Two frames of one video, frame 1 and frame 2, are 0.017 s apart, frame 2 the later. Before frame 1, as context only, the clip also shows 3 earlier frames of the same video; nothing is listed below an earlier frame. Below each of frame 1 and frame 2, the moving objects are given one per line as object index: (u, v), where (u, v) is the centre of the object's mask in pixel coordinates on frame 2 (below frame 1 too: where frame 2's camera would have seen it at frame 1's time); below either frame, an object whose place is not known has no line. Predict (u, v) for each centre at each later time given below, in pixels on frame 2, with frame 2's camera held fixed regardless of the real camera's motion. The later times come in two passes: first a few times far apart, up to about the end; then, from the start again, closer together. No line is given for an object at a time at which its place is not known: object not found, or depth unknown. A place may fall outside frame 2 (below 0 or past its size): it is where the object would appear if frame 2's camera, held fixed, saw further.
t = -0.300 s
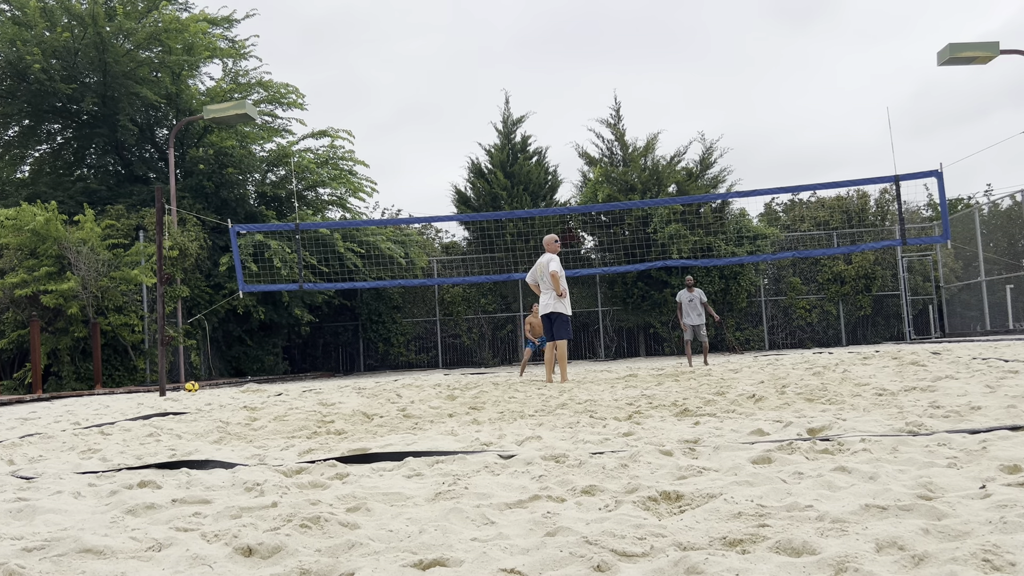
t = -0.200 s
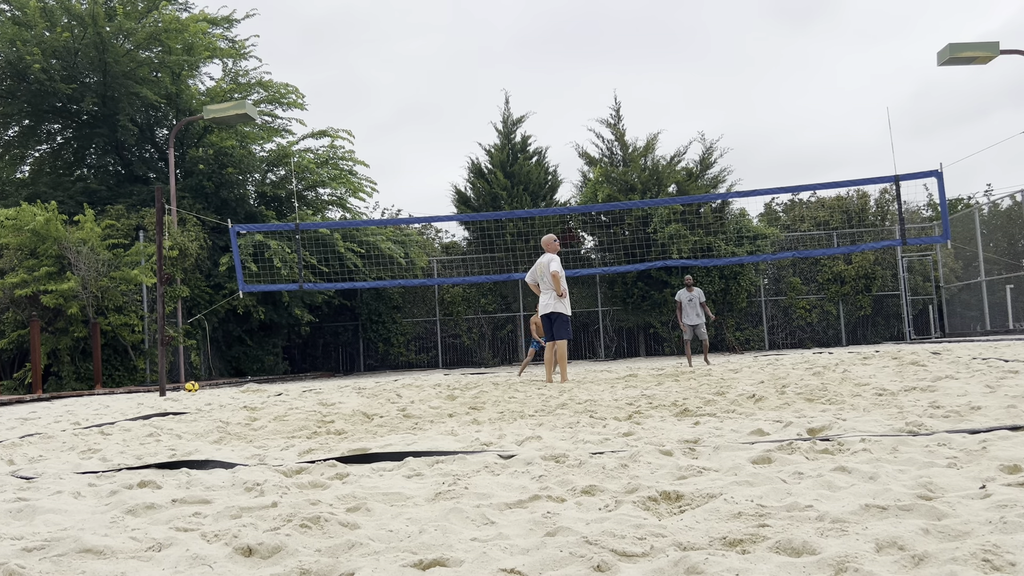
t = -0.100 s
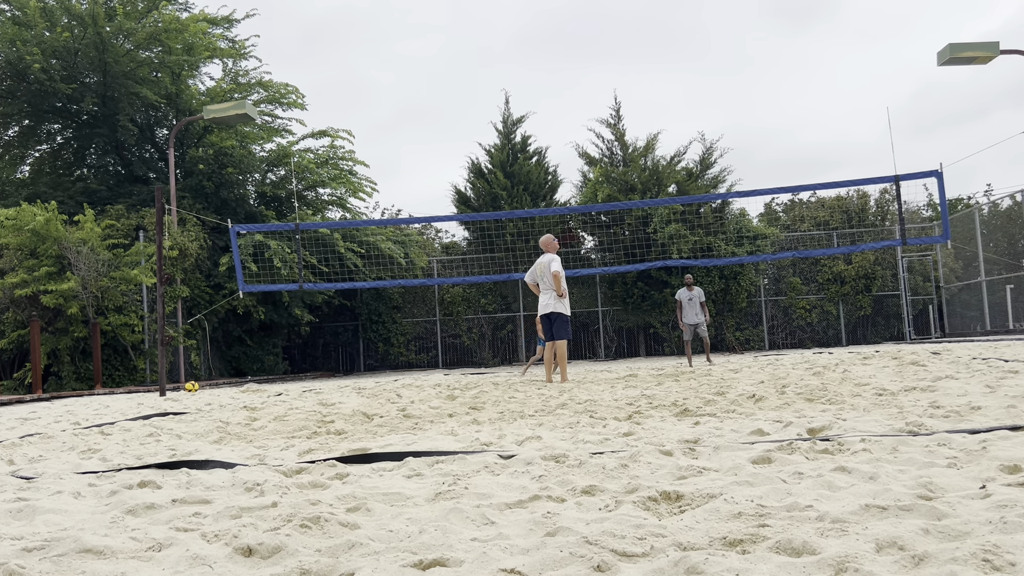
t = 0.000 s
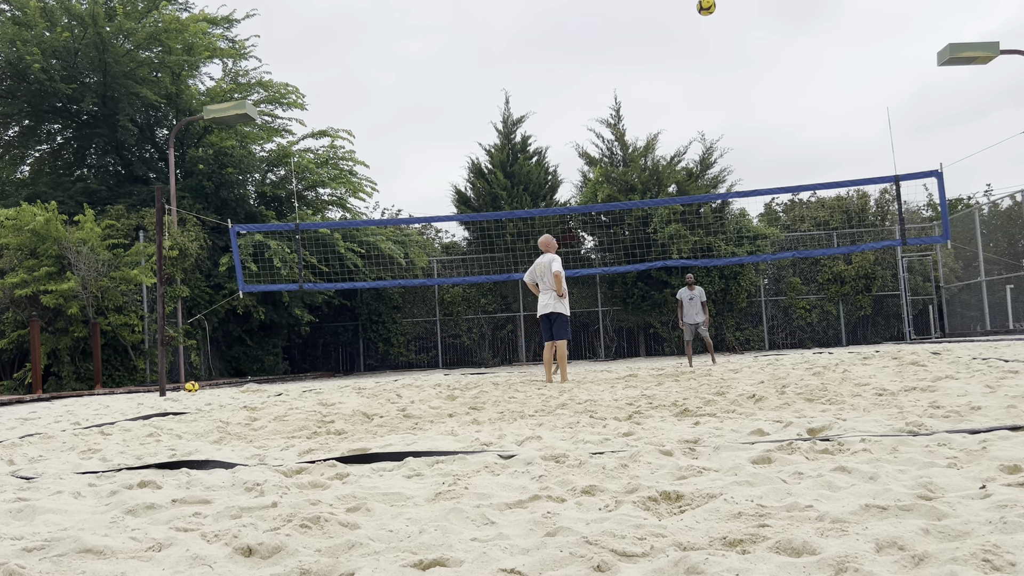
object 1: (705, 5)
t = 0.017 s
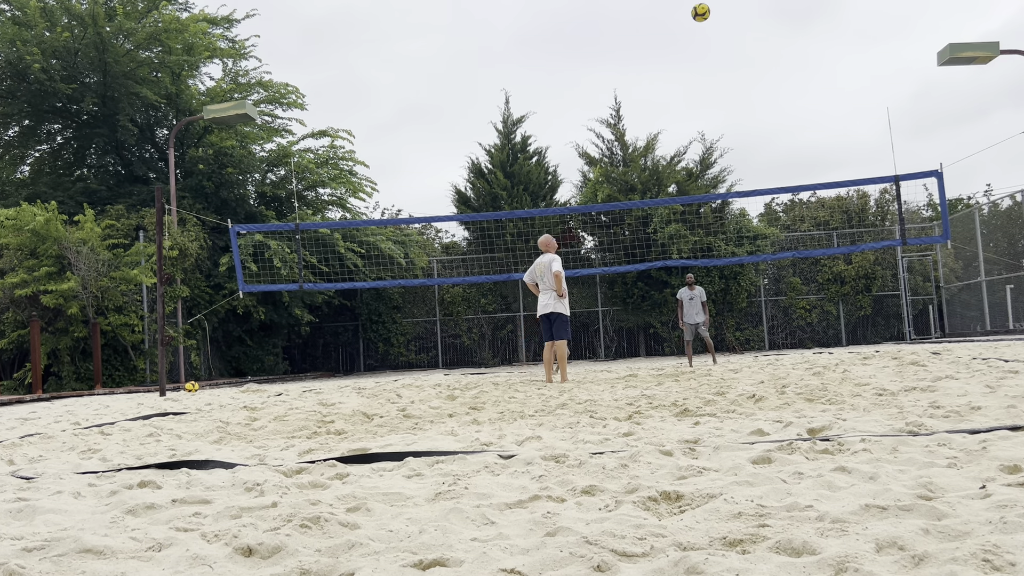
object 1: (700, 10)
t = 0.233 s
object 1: (647, 87)
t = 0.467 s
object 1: (611, 167)
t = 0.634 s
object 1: (596, 223)
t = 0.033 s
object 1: (694, 16)
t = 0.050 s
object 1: (689, 22)
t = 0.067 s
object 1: (685, 28)
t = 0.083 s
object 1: (680, 34)
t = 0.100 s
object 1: (676, 40)
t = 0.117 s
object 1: (672, 46)
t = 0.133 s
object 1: (668, 52)
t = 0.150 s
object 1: (664, 57)
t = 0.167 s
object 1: (661, 63)
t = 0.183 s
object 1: (657, 69)
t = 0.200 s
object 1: (654, 75)
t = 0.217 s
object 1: (651, 81)
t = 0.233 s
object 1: (647, 87)
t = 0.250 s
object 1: (644, 93)
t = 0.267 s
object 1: (641, 98)
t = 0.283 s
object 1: (638, 104)
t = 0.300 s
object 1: (636, 110)
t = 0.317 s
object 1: (633, 116)
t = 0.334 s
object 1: (630, 121)
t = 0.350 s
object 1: (628, 127)
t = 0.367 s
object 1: (625, 133)
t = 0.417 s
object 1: (618, 150)
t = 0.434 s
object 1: (615, 156)
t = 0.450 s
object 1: (613, 161)
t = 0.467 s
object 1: (611, 167)
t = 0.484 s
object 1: (609, 173)
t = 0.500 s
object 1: (607, 178)
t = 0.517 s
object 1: (605, 183)
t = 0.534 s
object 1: (604, 189)
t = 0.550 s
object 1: (602, 194)
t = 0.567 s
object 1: (601, 201)
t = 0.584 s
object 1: (599, 203)
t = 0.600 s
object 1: (598, 215)
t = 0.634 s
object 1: (596, 223)
